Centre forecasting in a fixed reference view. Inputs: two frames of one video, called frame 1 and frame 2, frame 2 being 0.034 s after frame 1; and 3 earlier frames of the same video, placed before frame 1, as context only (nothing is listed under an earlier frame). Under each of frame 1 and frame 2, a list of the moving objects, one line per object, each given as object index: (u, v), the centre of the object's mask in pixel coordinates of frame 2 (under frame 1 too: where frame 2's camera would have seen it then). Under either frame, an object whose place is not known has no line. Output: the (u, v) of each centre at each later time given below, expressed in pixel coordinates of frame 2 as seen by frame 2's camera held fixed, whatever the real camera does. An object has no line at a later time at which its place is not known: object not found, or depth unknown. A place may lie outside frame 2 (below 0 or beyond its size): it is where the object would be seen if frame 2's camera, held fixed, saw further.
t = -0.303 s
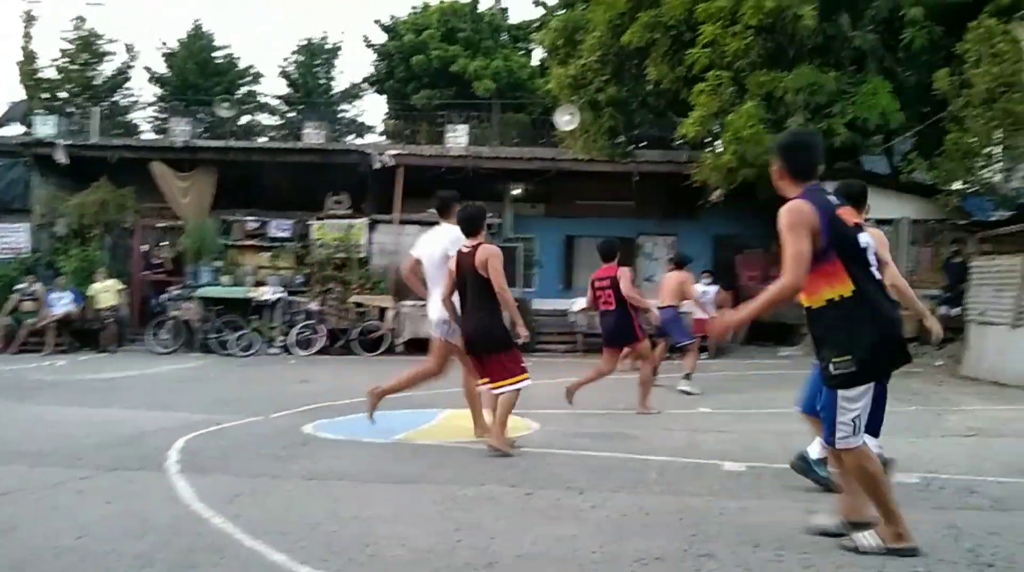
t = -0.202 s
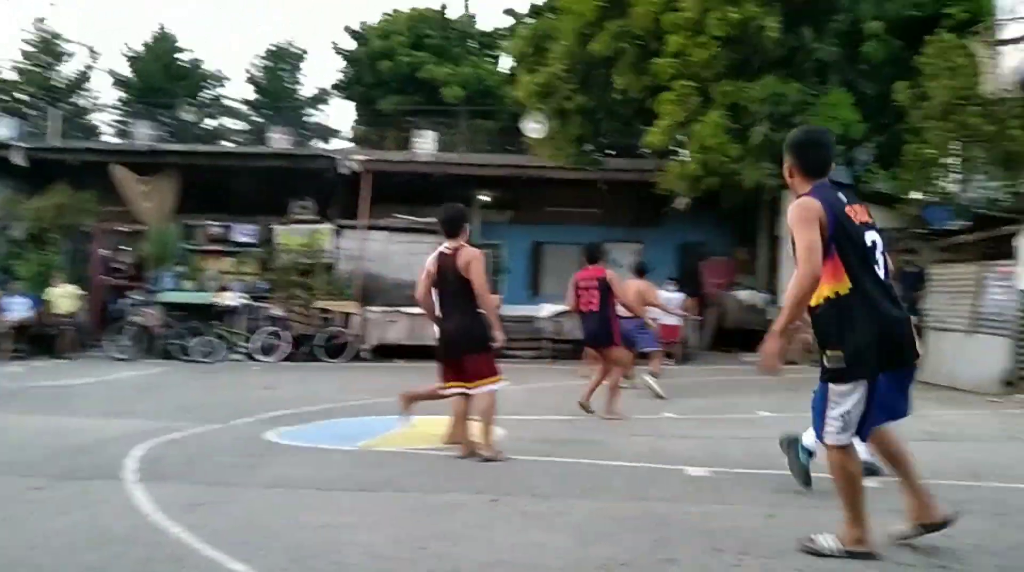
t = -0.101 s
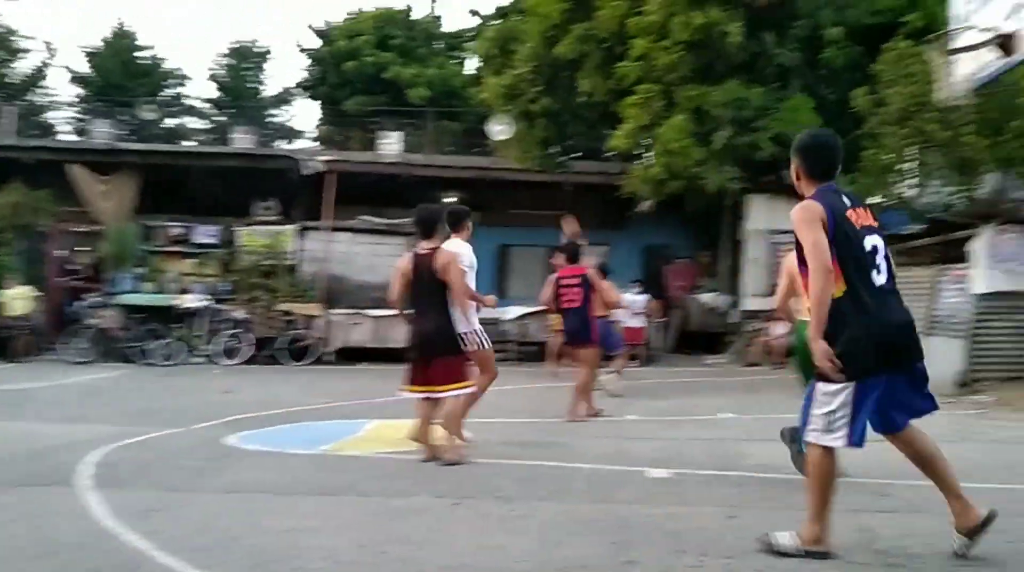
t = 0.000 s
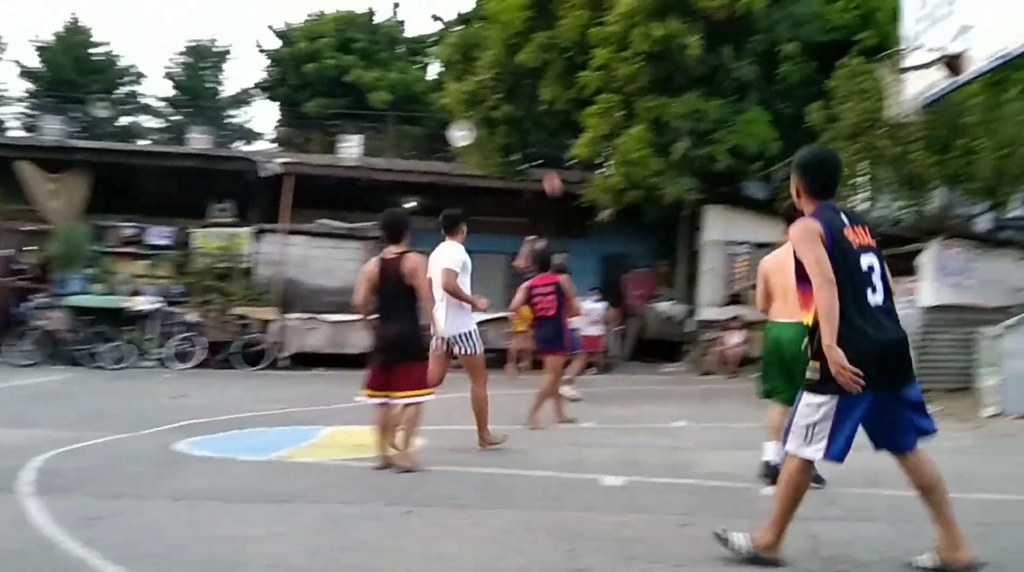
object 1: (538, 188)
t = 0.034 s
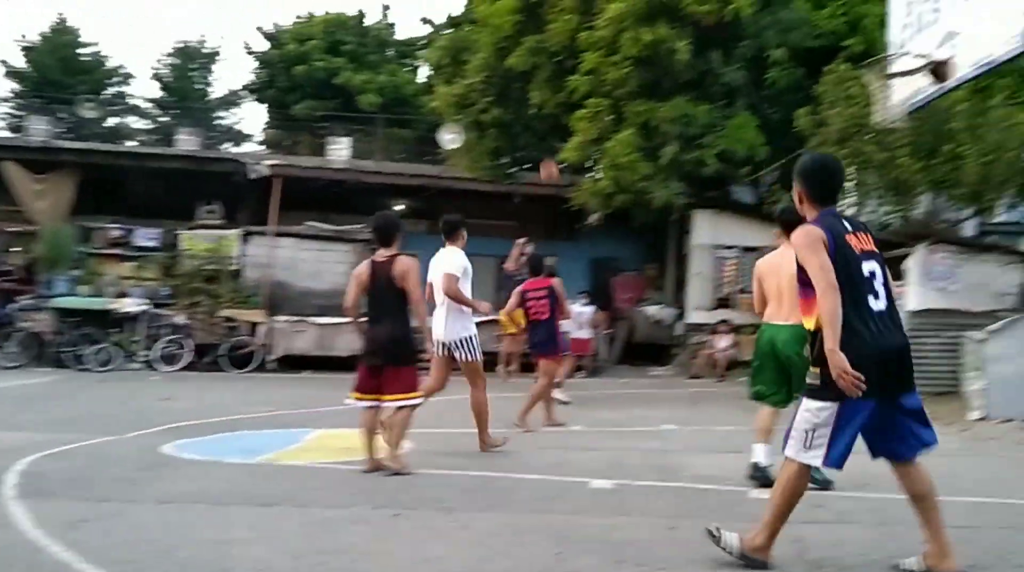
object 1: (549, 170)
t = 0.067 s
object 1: (560, 155)
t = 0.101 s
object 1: (569, 139)
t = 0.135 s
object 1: (579, 125)
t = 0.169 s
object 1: (589, 110)
